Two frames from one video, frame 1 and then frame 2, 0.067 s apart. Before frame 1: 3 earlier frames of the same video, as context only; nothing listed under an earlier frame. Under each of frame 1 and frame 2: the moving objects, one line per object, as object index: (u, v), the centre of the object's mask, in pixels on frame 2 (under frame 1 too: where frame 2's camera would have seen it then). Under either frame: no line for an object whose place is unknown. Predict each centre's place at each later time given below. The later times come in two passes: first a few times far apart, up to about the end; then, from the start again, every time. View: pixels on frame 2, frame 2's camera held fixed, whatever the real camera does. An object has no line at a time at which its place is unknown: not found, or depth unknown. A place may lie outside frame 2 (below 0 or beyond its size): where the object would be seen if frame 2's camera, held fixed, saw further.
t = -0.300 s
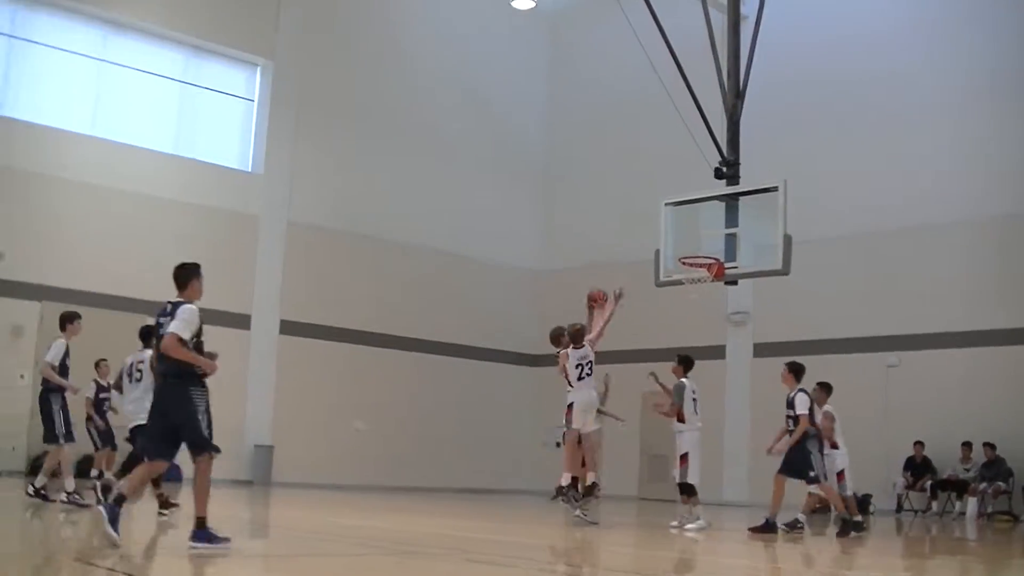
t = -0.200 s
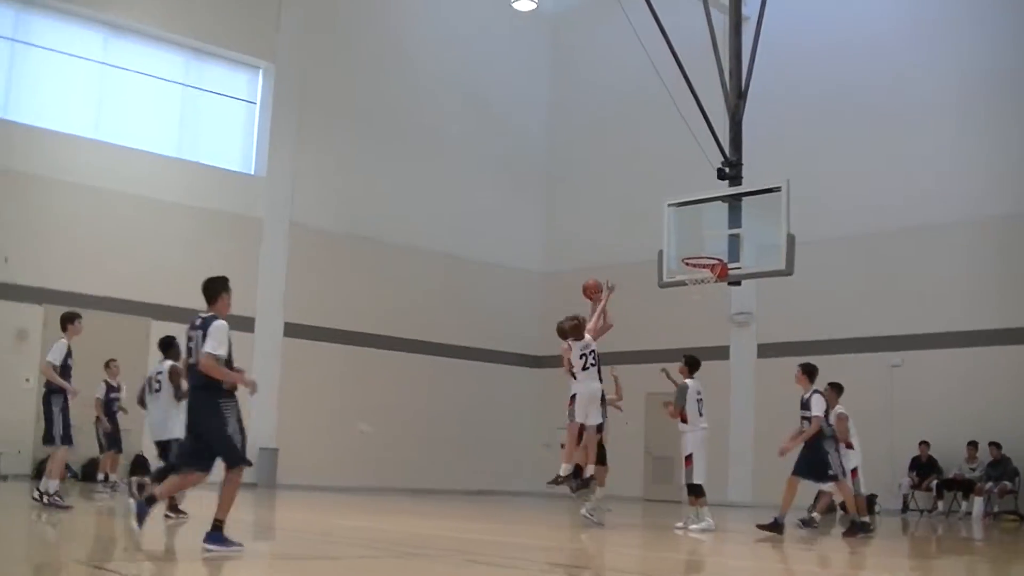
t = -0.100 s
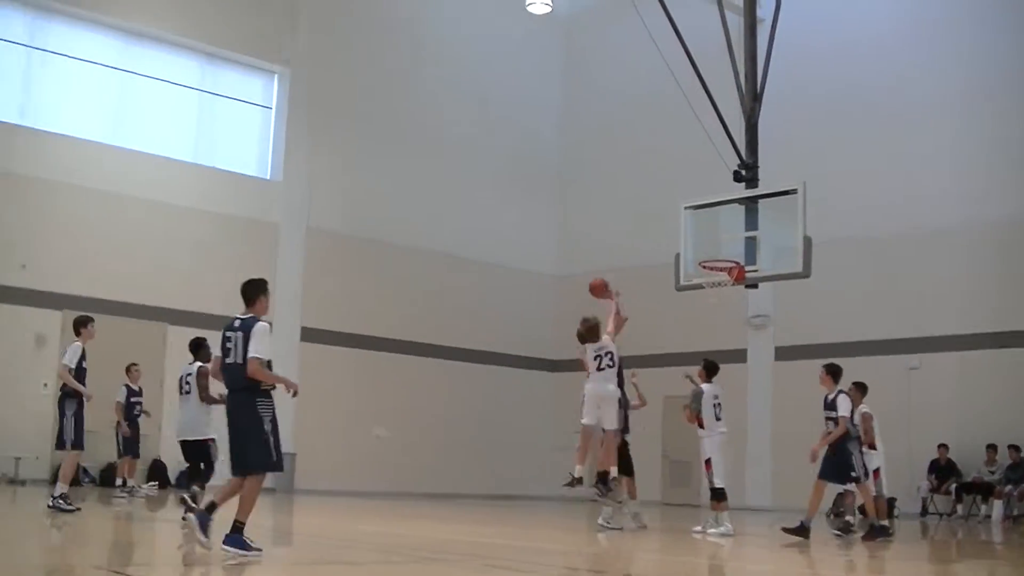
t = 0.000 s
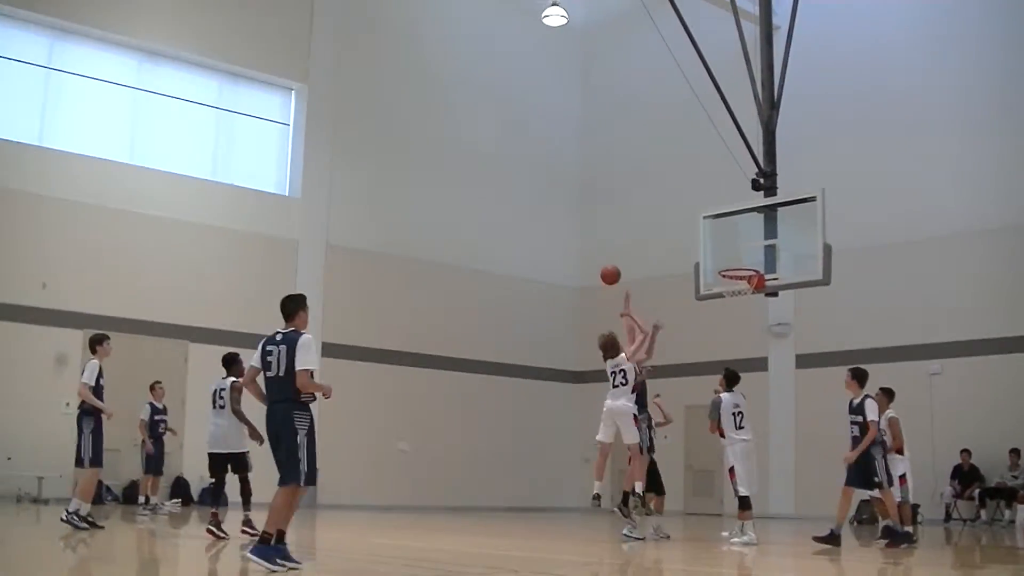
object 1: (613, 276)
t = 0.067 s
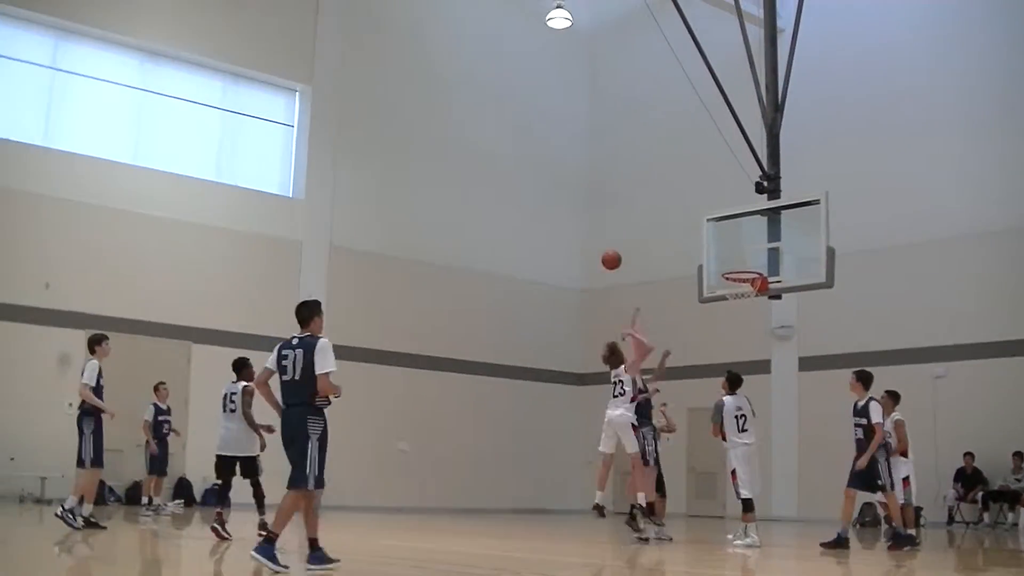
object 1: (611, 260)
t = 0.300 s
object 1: (608, 230)
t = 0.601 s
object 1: (596, 256)
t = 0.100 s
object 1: (611, 252)
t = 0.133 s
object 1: (609, 246)
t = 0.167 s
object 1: (608, 242)
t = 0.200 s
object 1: (608, 237)
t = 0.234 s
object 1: (609, 234)
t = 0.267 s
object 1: (609, 232)
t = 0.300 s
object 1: (608, 230)
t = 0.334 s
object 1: (607, 229)
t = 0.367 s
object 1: (606, 230)
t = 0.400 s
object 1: (605, 231)
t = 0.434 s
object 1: (604, 234)
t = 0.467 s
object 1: (602, 237)
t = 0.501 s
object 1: (601, 240)
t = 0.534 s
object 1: (599, 244)
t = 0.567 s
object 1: (598, 249)
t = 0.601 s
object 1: (596, 256)
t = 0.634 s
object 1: (595, 263)
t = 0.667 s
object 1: (595, 272)
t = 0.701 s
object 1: (595, 281)
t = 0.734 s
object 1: (594, 290)
